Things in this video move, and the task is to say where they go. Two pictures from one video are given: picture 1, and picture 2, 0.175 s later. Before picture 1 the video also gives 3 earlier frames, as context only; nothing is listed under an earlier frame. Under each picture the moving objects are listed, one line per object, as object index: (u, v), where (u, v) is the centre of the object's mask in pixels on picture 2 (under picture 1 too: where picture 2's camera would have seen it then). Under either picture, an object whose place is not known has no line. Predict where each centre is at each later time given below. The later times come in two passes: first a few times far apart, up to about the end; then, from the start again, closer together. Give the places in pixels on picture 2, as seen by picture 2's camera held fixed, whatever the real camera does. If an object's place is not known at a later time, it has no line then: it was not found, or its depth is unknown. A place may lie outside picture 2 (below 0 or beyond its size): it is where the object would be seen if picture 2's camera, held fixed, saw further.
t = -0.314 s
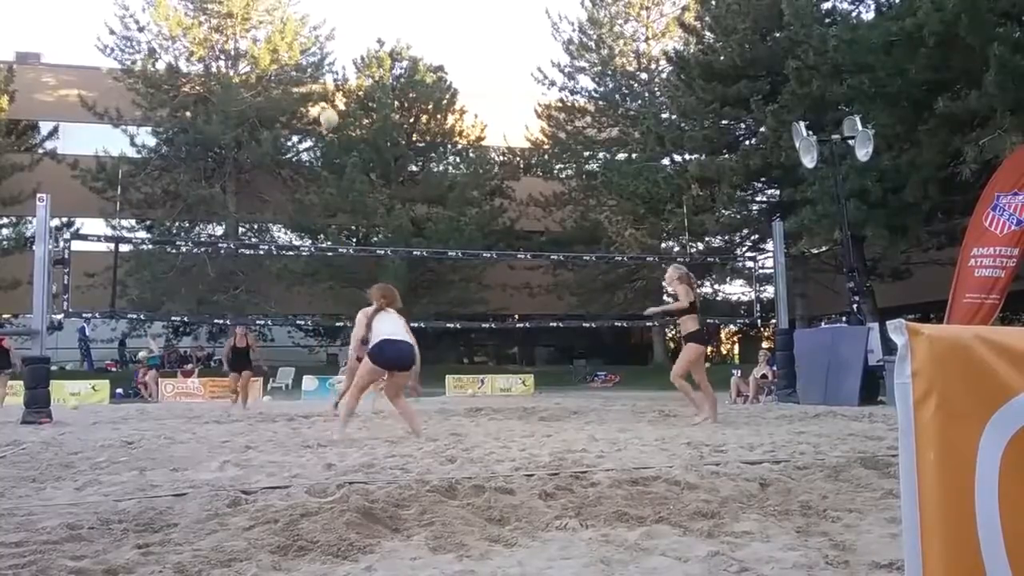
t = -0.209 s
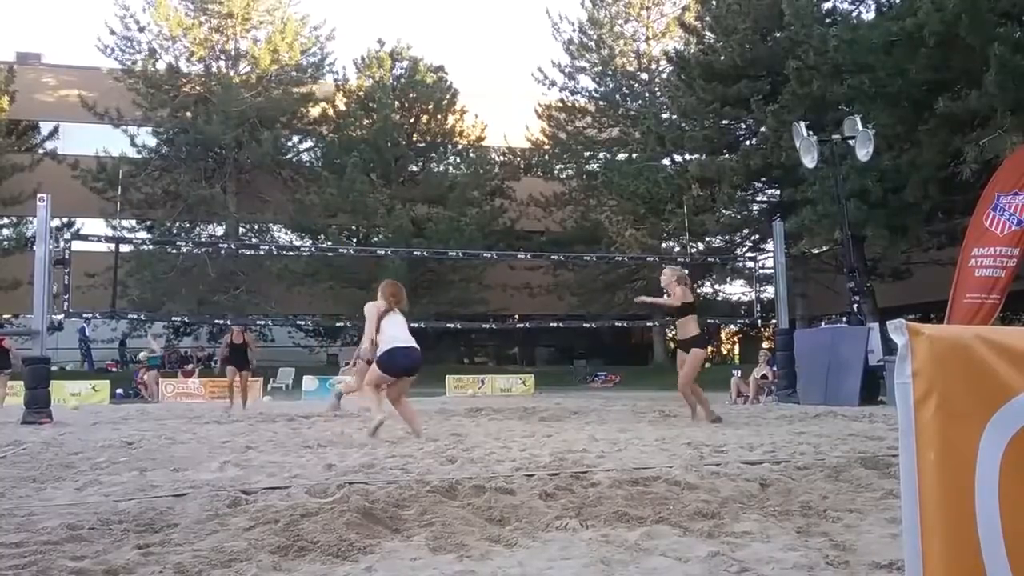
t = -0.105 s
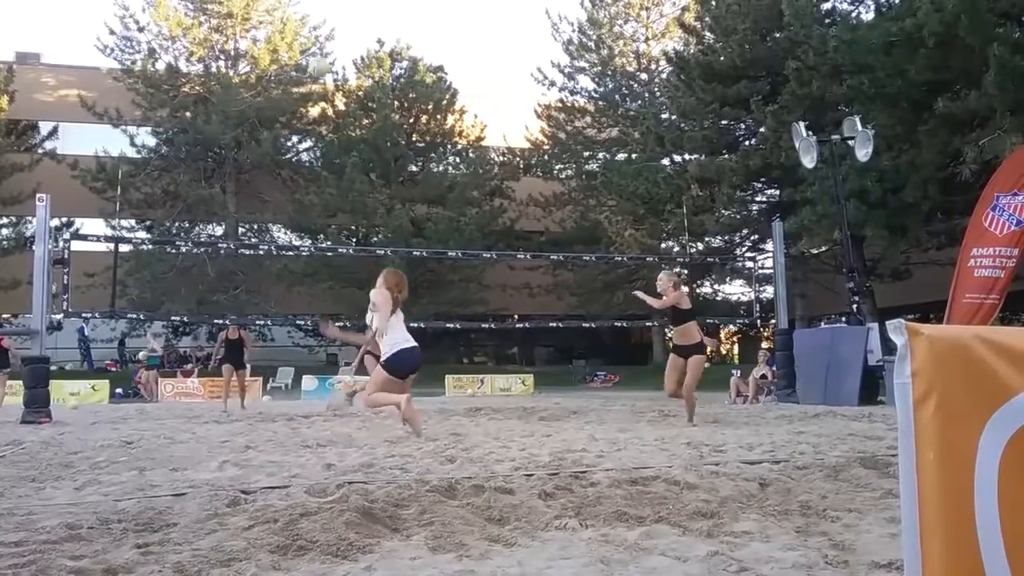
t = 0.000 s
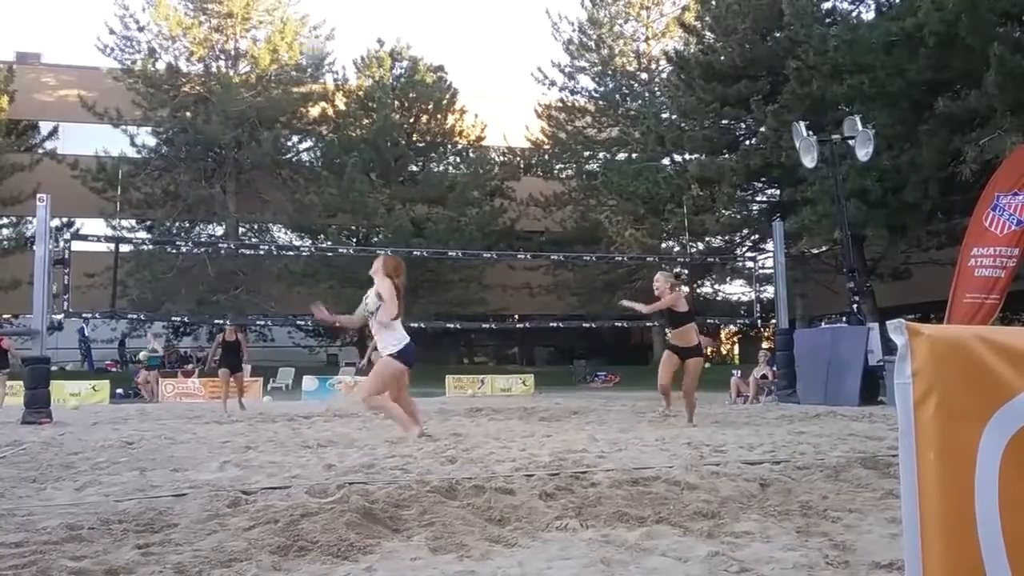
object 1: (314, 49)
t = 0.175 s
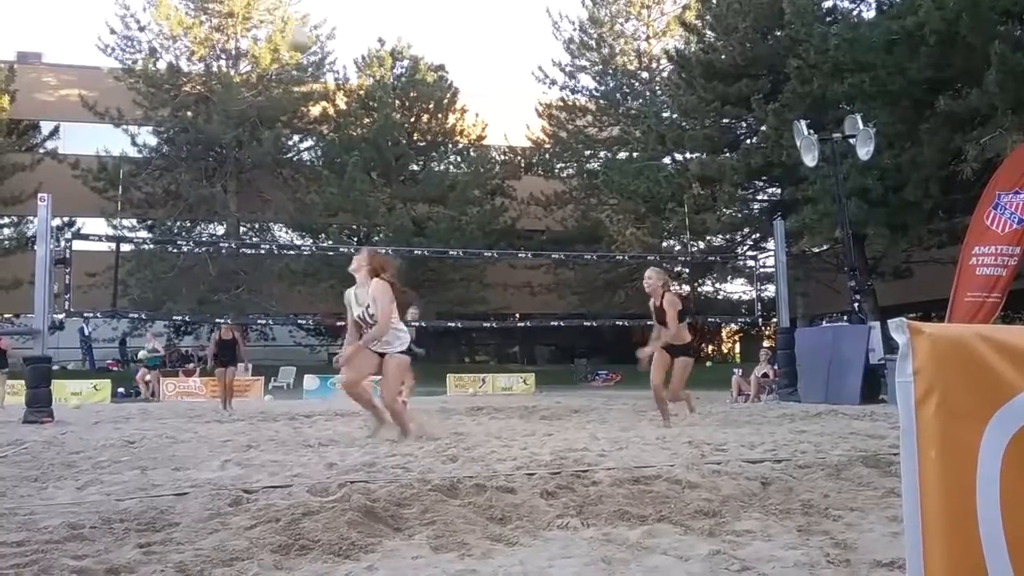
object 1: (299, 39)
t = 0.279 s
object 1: (285, 50)
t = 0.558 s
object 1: (237, 166)
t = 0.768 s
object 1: (172, 408)
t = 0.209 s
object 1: (295, 40)
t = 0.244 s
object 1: (289, 45)
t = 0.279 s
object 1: (285, 50)
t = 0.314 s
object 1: (281, 57)
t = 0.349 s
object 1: (275, 65)
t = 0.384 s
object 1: (270, 77)
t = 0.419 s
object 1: (264, 89)
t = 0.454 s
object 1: (258, 103)
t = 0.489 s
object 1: (252, 122)
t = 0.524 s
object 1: (245, 142)
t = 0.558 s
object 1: (237, 166)
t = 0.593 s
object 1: (229, 193)
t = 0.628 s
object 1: (221, 222)
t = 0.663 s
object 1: (209, 265)
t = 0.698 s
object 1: (199, 301)
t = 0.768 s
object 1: (172, 408)
